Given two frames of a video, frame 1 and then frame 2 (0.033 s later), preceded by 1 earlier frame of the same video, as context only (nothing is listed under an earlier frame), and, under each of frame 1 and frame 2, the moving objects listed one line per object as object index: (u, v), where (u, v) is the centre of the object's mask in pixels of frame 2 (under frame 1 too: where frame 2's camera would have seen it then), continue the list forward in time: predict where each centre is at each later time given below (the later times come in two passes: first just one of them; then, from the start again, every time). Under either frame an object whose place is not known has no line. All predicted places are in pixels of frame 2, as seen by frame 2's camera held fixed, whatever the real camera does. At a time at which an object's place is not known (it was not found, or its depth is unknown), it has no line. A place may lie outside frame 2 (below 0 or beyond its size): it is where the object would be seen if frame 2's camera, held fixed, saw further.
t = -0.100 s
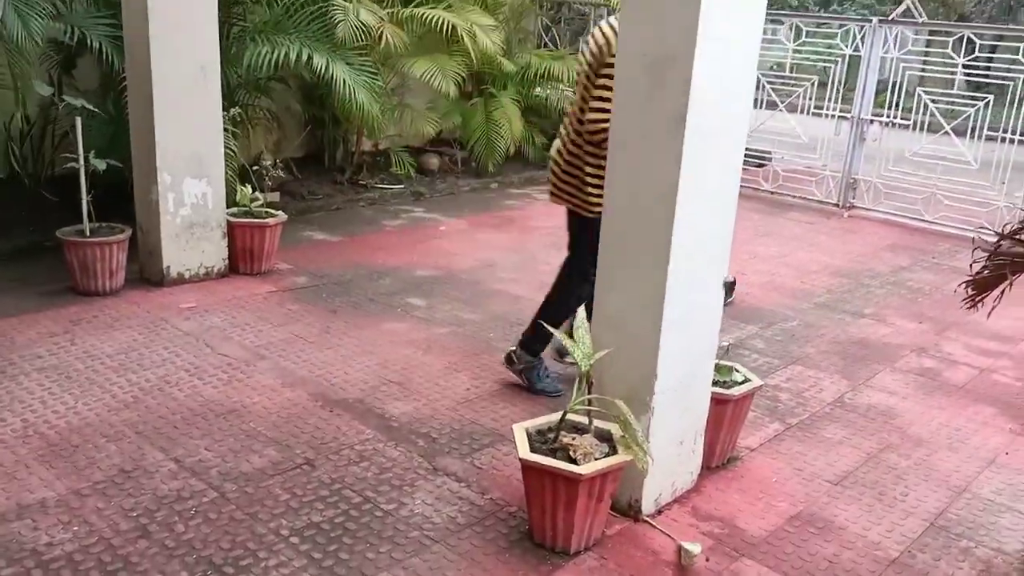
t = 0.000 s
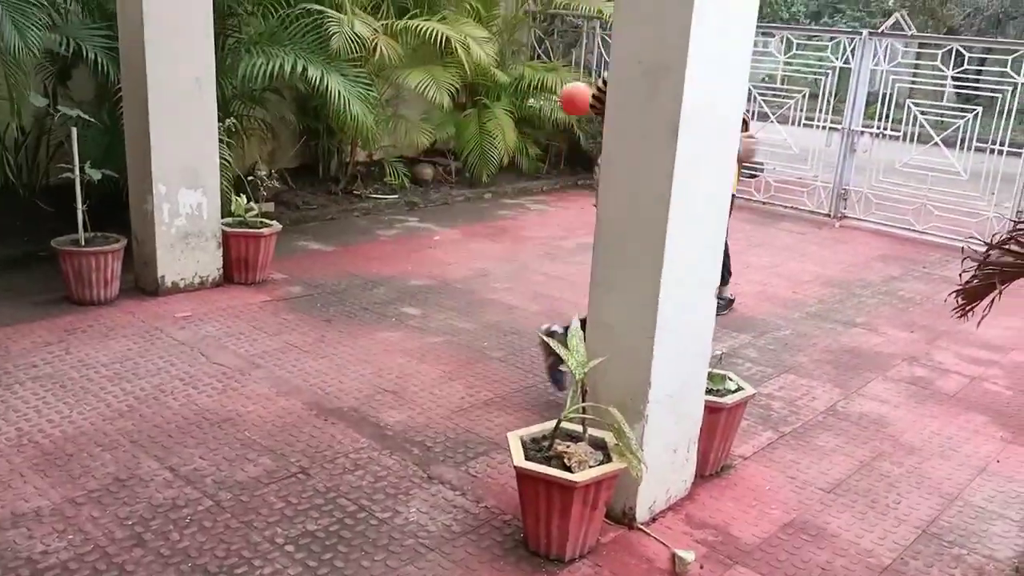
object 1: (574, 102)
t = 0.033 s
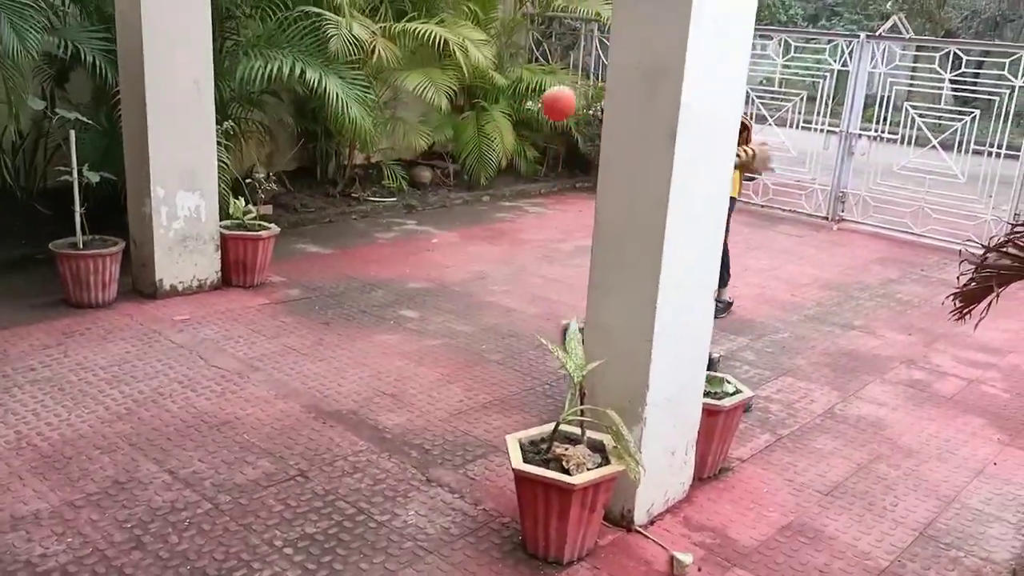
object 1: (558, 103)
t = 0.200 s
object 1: (466, 152)
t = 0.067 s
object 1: (541, 109)
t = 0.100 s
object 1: (523, 115)
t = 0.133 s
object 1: (504, 124)
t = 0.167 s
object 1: (485, 135)
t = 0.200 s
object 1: (466, 152)
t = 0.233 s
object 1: (447, 173)
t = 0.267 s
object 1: (426, 197)
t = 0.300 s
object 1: (404, 224)
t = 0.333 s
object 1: (381, 253)
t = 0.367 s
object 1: (359, 286)
